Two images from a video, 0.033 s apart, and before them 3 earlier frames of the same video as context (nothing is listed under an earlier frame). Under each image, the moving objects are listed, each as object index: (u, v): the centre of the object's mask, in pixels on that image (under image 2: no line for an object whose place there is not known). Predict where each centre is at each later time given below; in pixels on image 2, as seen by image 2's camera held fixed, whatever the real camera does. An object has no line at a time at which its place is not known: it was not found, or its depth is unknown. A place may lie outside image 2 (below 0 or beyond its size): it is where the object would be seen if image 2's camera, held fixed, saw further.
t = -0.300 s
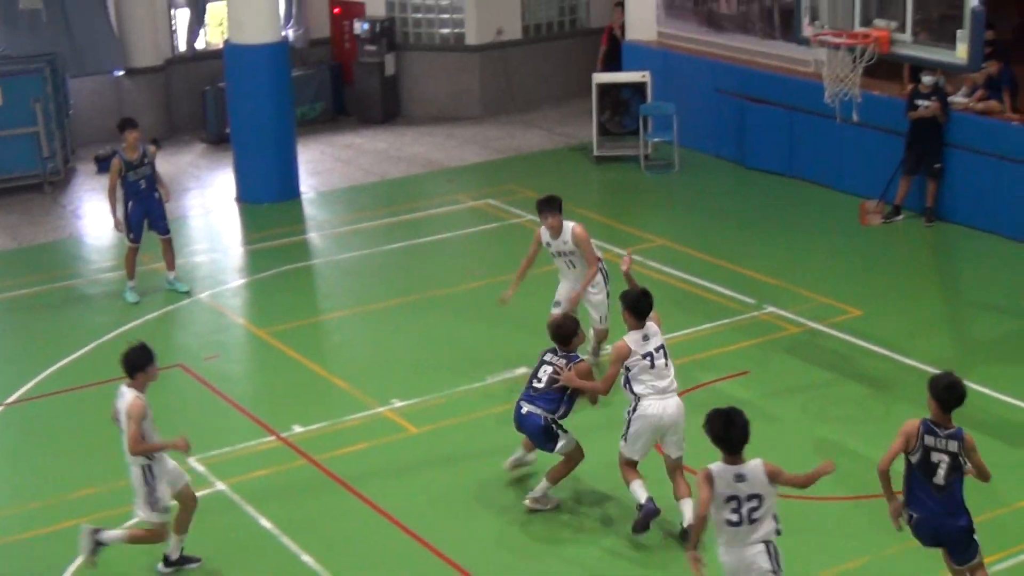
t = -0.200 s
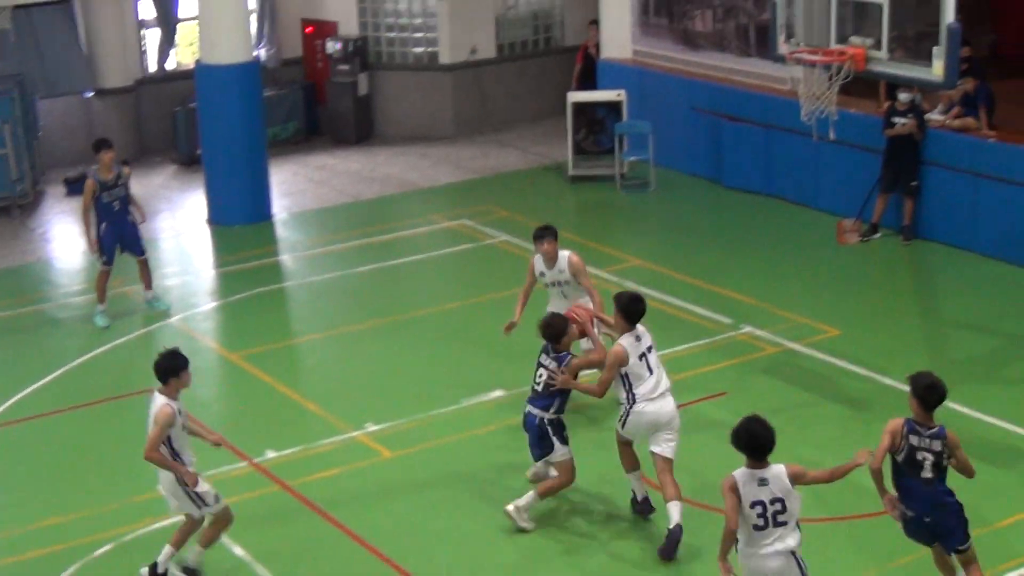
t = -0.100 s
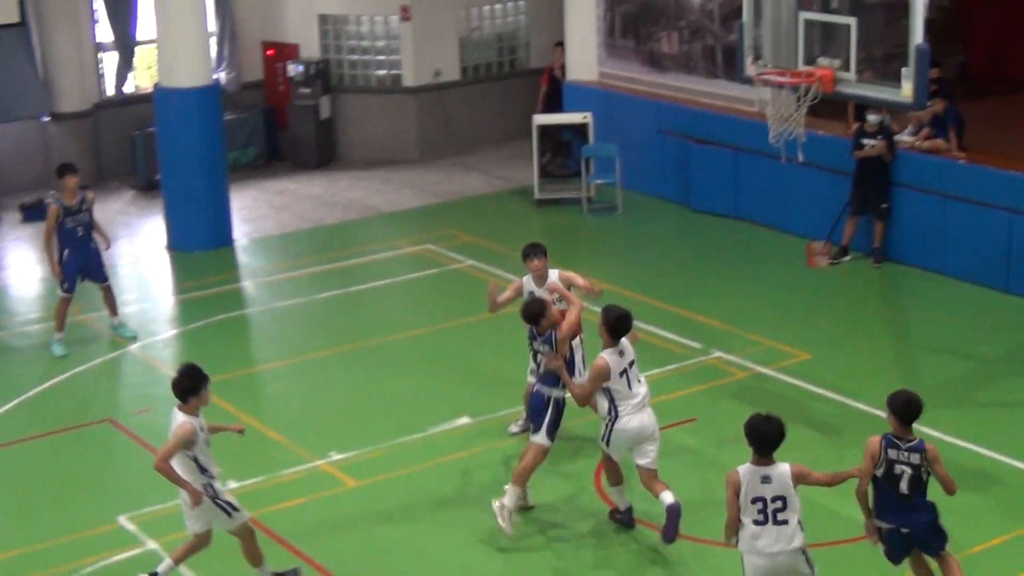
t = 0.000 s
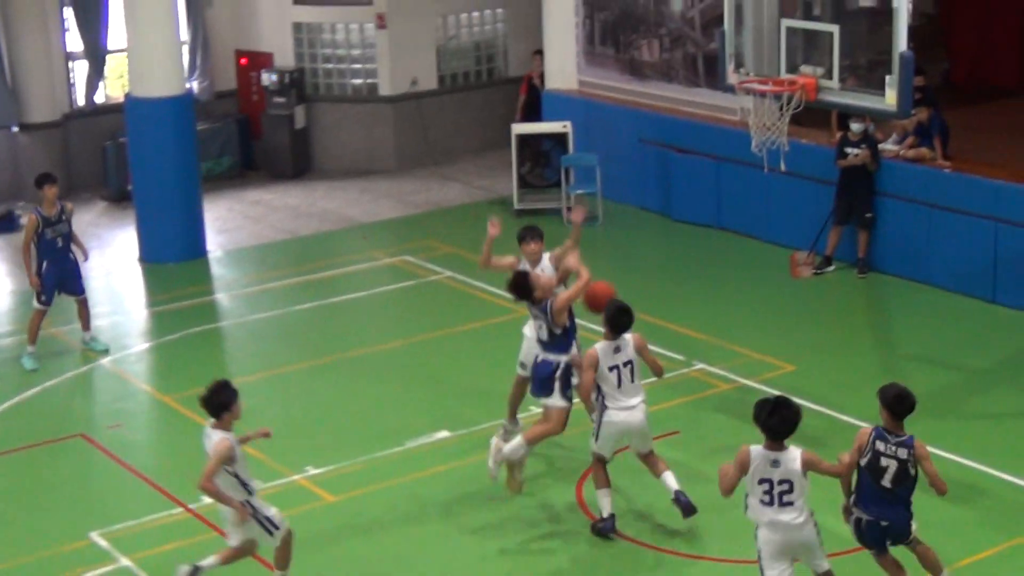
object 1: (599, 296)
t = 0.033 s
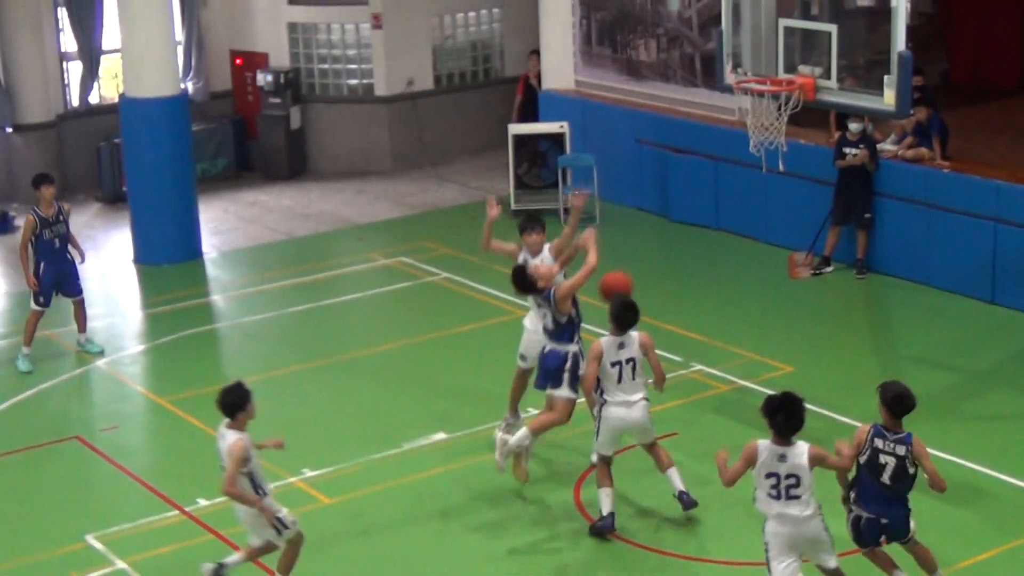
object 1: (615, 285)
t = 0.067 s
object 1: (634, 277)
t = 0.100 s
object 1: (652, 270)
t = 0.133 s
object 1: (669, 264)
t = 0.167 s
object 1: (688, 260)
